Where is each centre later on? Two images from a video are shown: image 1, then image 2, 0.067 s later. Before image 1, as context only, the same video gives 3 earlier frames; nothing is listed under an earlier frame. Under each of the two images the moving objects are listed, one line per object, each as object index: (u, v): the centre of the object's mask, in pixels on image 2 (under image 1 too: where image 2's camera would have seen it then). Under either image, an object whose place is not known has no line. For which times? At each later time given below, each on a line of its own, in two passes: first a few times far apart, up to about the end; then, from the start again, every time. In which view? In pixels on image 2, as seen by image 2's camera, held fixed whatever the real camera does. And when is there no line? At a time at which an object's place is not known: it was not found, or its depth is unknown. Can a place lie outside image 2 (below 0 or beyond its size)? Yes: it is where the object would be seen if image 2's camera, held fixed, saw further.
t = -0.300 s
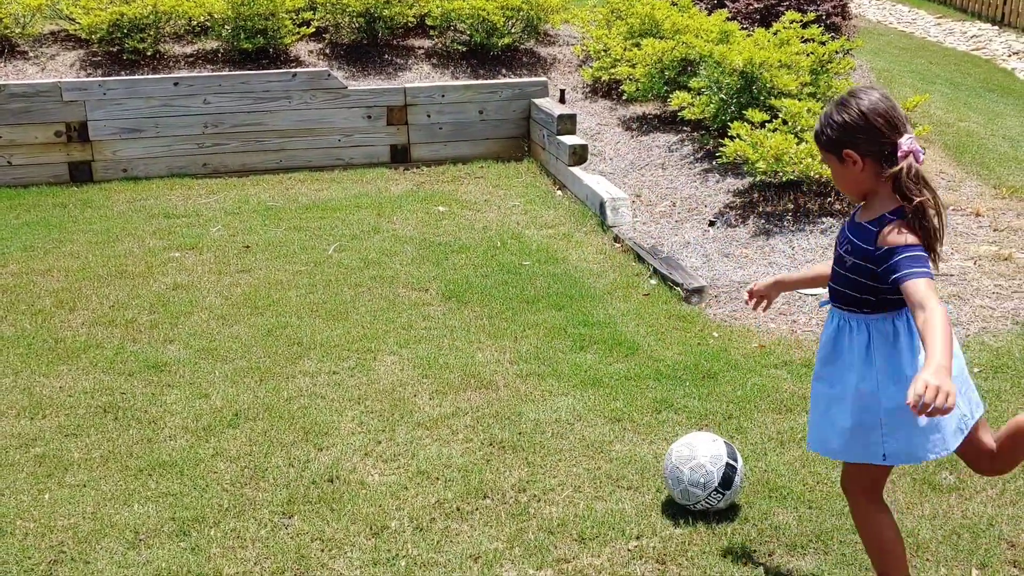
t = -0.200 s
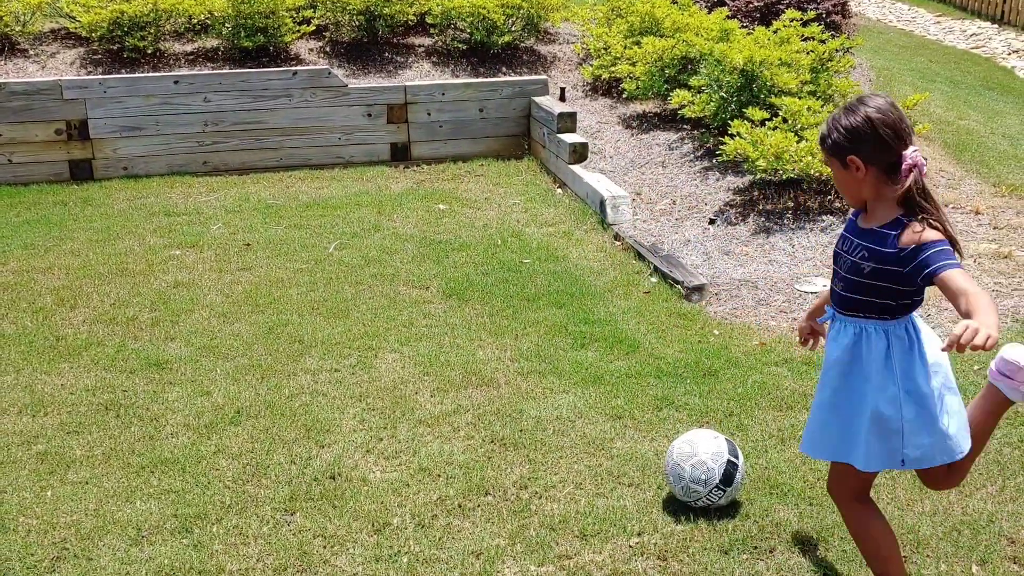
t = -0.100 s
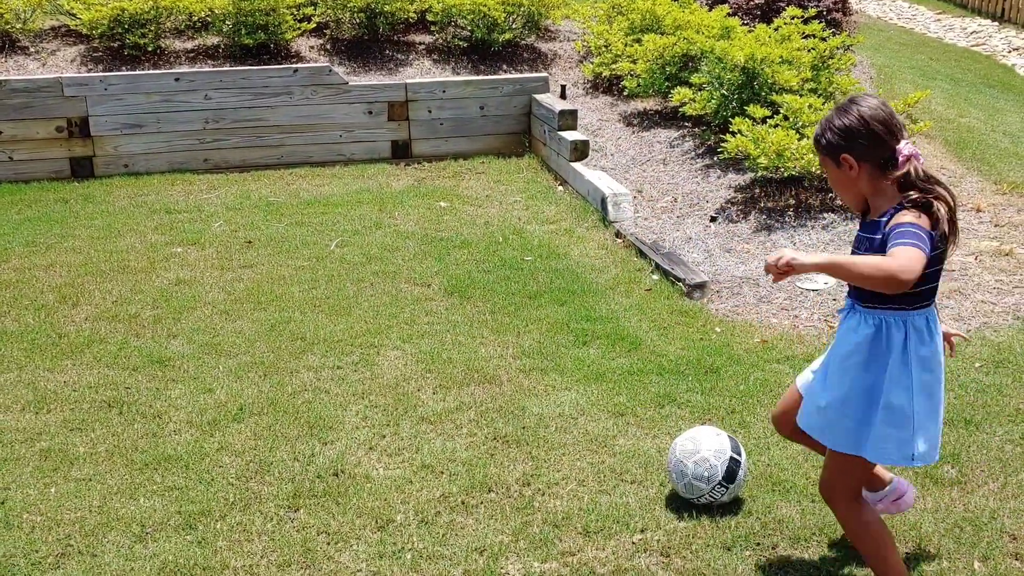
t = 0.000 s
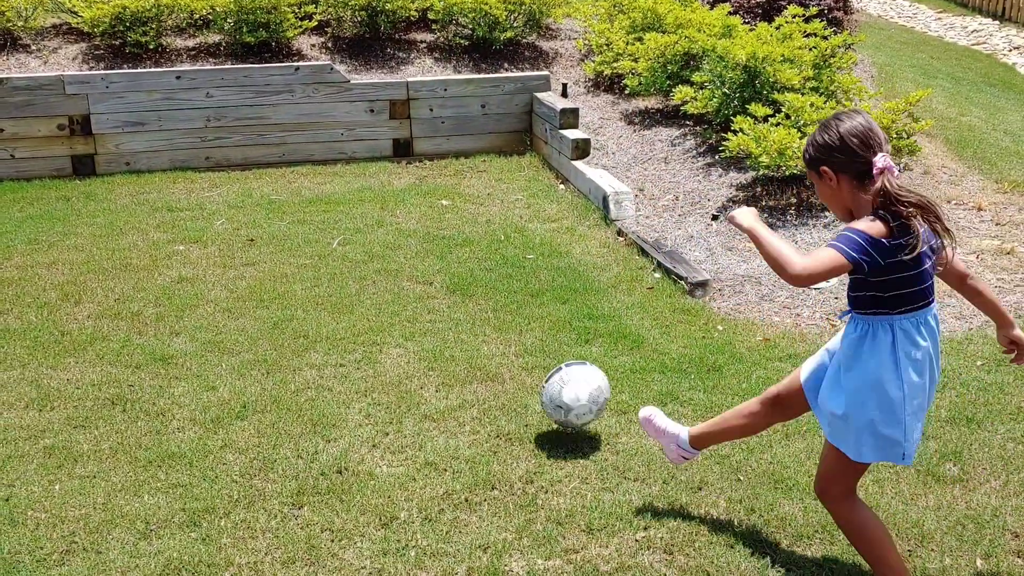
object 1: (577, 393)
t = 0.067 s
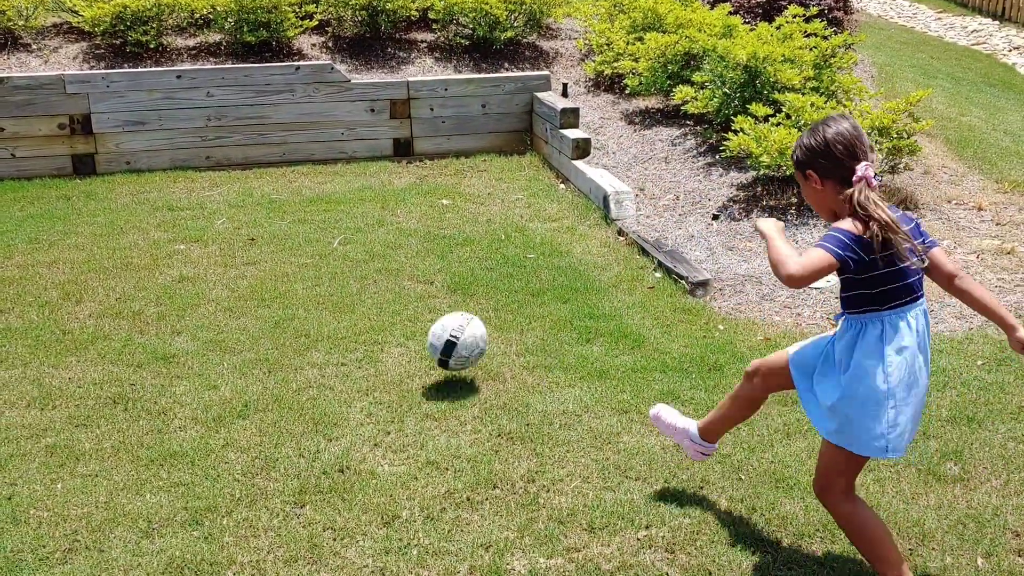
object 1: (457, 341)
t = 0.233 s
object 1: (261, 277)
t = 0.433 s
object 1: (143, 222)
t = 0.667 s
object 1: (68, 174)
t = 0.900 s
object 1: (11, 156)
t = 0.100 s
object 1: (407, 323)
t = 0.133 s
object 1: (363, 309)
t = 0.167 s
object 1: (323, 298)
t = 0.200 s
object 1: (288, 290)
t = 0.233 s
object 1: (261, 277)
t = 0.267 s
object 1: (237, 261)
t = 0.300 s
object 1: (214, 247)
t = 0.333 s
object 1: (194, 236)
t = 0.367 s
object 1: (175, 229)
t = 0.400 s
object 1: (158, 225)
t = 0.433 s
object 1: (143, 222)
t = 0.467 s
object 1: (127, 221)
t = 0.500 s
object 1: (115, 215)
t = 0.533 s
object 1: (105, 203)
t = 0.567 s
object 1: (95, 192)
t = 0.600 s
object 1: (85, 184)
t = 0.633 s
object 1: (75, 178)
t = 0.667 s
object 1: (68, 174)
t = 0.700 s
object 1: (59, 172)
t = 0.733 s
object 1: (52, 171)
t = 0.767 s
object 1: (45, 173)
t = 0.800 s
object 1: (40, 177)
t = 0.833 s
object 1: (33, 174)
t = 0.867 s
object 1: (25, 166)
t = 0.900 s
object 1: (11, 156)
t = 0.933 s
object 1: (-4, 149)
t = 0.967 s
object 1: (-20, 142)
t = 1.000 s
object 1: (-36, 138)
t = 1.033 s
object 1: (-53, 134)
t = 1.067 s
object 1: (-69, 131)
